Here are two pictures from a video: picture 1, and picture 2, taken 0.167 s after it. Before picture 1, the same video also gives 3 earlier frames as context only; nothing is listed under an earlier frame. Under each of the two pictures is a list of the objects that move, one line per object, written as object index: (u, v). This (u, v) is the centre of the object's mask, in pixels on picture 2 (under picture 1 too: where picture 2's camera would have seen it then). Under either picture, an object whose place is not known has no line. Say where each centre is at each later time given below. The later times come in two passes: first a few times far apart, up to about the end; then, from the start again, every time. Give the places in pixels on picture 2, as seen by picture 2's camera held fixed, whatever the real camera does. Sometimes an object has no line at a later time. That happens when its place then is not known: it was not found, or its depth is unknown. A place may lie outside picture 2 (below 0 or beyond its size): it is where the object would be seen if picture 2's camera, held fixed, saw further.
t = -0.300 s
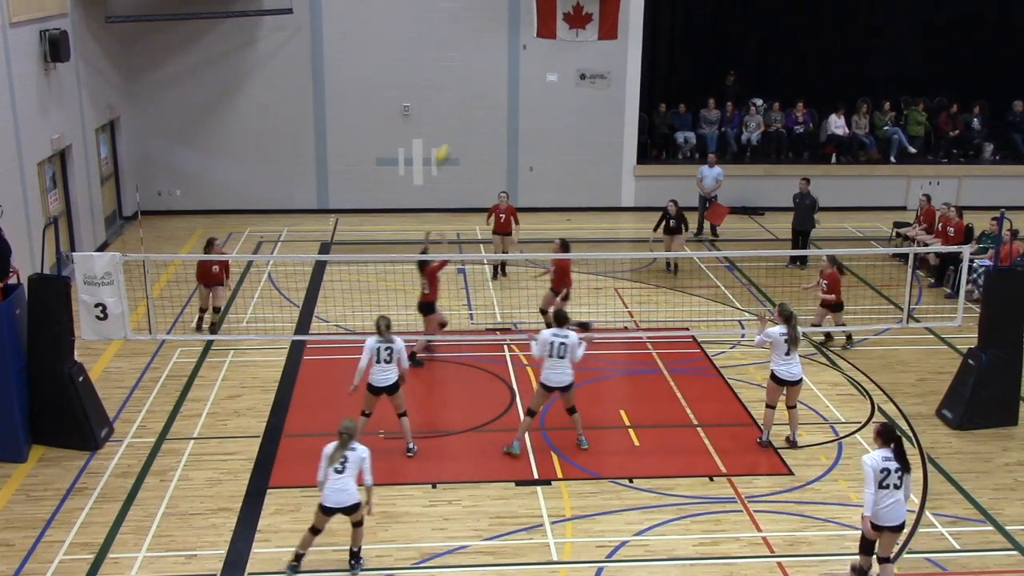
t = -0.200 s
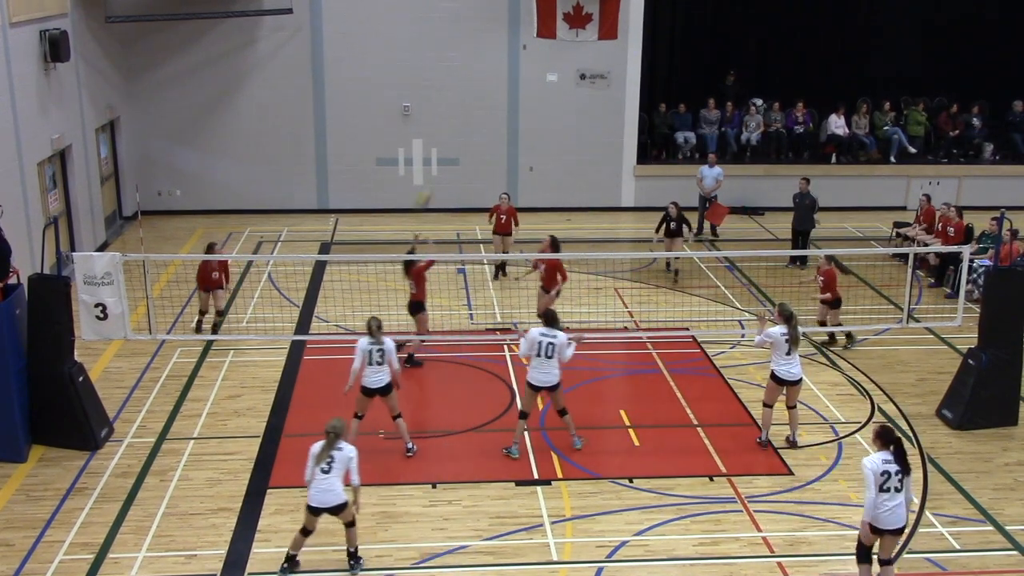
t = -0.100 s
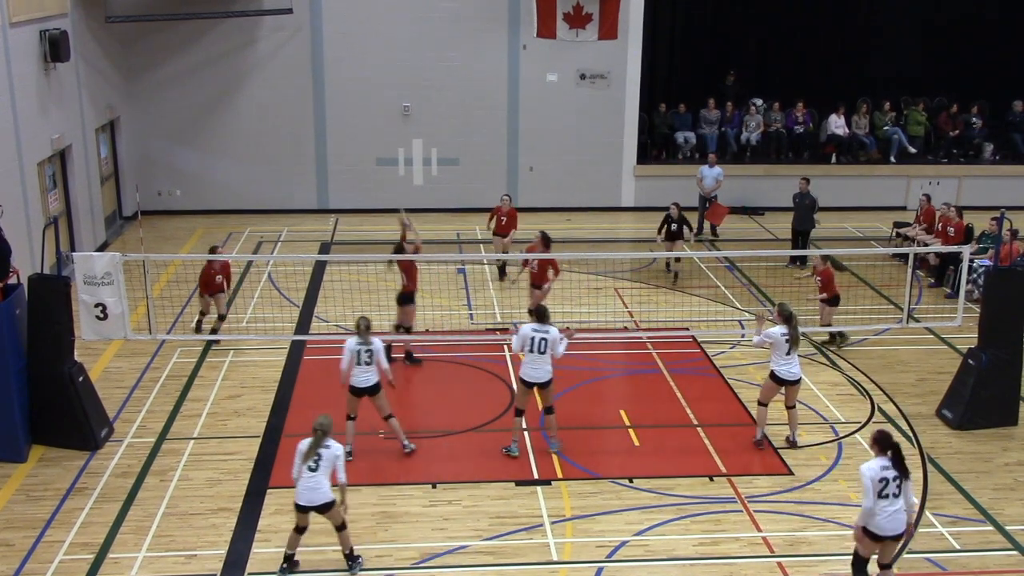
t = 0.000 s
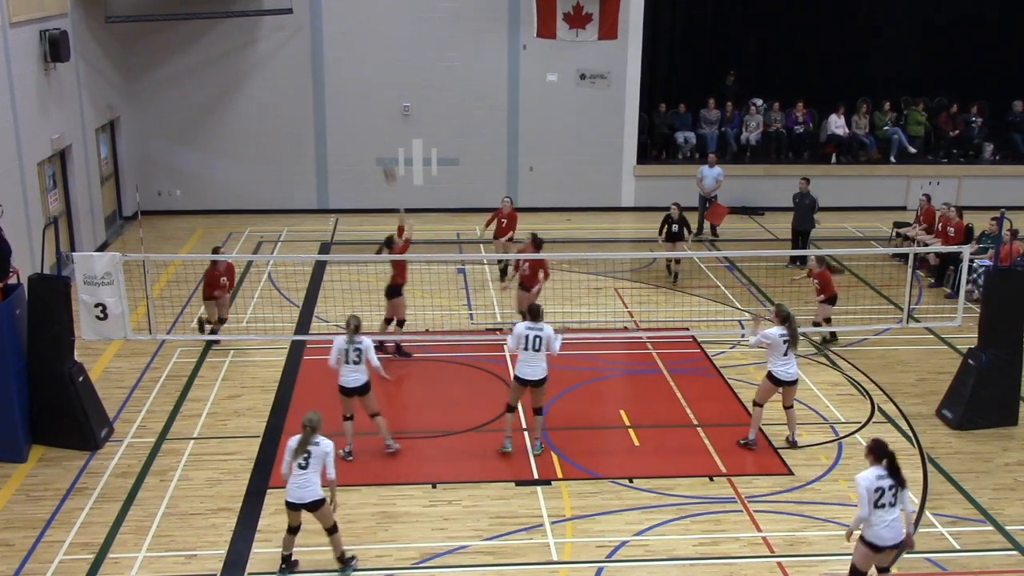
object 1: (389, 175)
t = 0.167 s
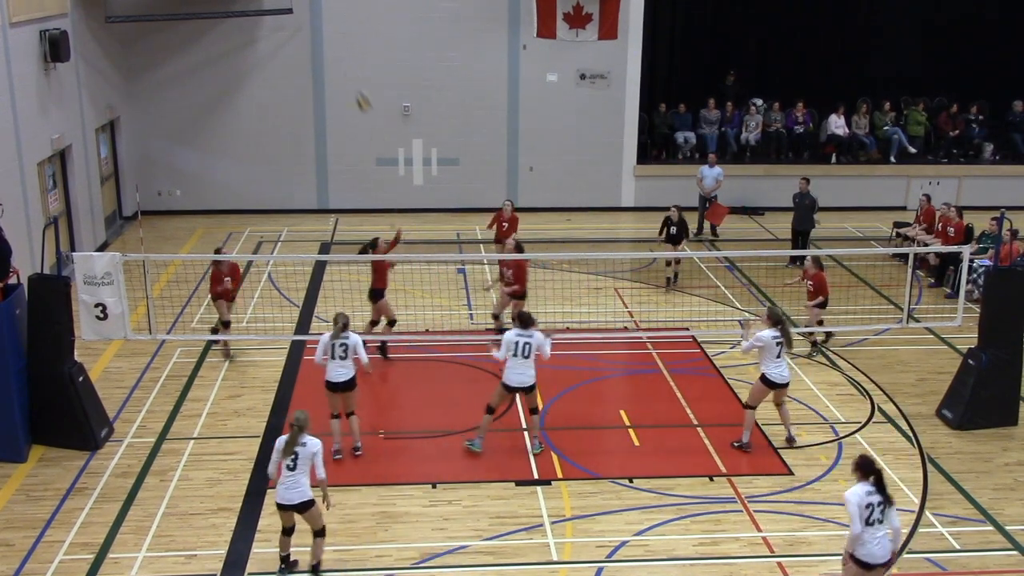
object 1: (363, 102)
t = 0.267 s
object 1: (348, 68)
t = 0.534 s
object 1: (305, 14)
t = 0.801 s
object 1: (266, 16)
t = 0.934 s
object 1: (247, 41)
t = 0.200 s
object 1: (358, 90)
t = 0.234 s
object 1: (353, 78)
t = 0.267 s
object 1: (348, 68)
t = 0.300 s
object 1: (342, 58)
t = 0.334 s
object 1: (337, 49)
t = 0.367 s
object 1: (332, 41)
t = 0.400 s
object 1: (327, 33)
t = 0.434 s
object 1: (322, 27)
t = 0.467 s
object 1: (316, 22)
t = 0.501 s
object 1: (311, 17)
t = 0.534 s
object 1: (305, 14)
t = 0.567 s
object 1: (300, 11)
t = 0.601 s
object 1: (295, 9)
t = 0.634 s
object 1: (290, 8)
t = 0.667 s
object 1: (285, 8)
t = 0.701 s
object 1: (280, 9)
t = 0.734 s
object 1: (275, 11)
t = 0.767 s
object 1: (271, 14)
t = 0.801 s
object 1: (266, 16)
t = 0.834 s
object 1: (261, 22)
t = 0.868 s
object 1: (256, 27)
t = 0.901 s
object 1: (251, 34)
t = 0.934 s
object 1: (247, 41)
